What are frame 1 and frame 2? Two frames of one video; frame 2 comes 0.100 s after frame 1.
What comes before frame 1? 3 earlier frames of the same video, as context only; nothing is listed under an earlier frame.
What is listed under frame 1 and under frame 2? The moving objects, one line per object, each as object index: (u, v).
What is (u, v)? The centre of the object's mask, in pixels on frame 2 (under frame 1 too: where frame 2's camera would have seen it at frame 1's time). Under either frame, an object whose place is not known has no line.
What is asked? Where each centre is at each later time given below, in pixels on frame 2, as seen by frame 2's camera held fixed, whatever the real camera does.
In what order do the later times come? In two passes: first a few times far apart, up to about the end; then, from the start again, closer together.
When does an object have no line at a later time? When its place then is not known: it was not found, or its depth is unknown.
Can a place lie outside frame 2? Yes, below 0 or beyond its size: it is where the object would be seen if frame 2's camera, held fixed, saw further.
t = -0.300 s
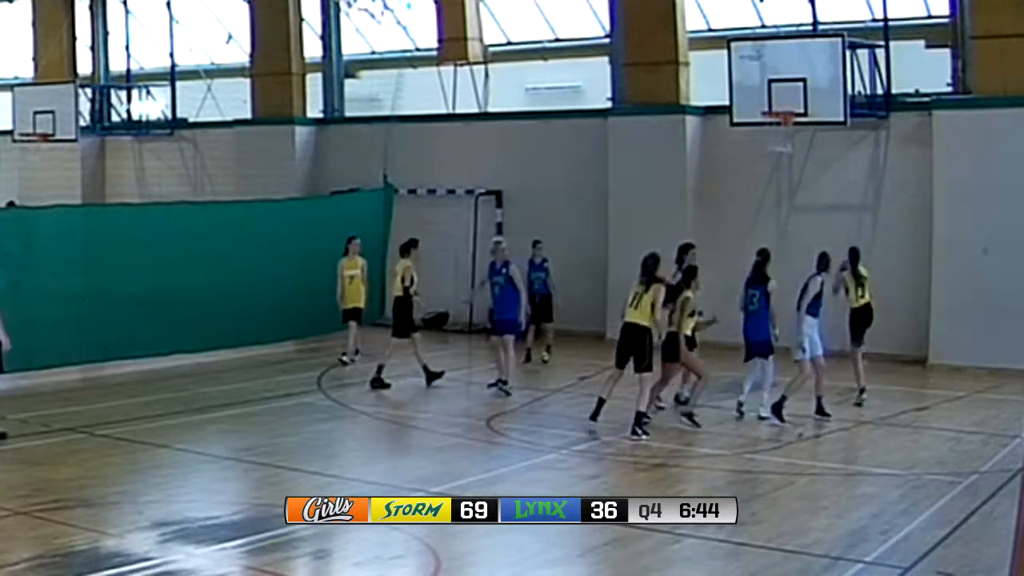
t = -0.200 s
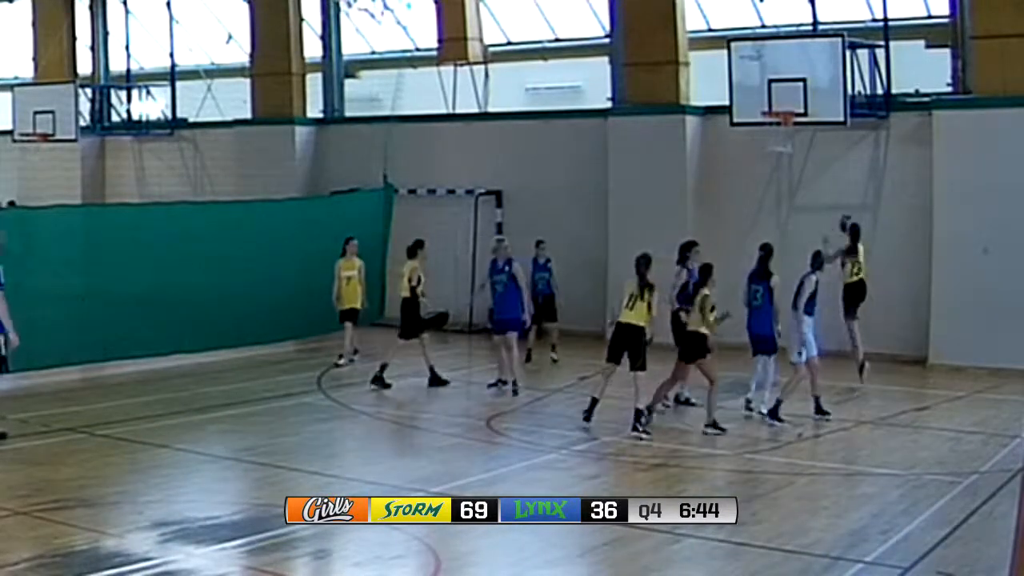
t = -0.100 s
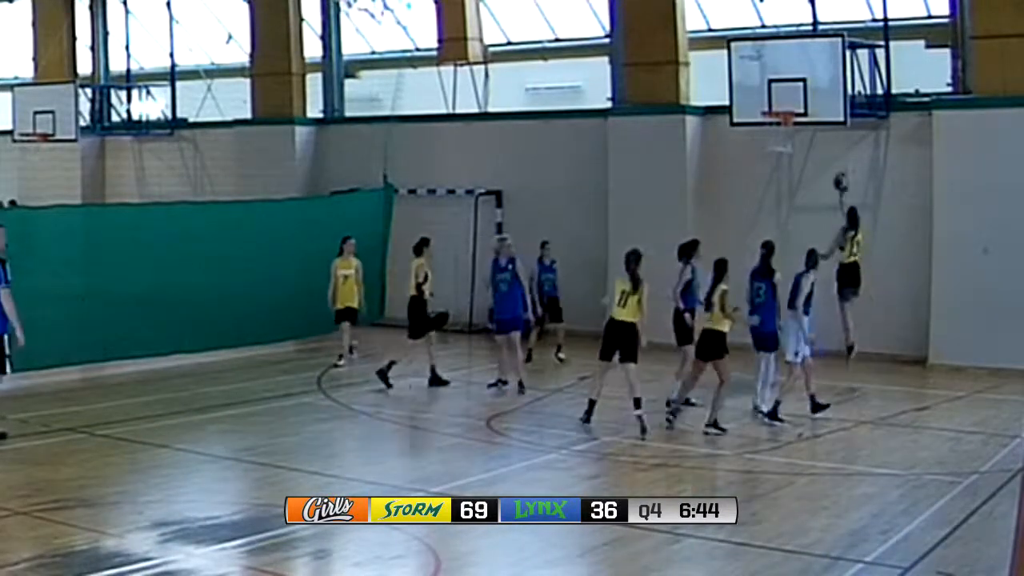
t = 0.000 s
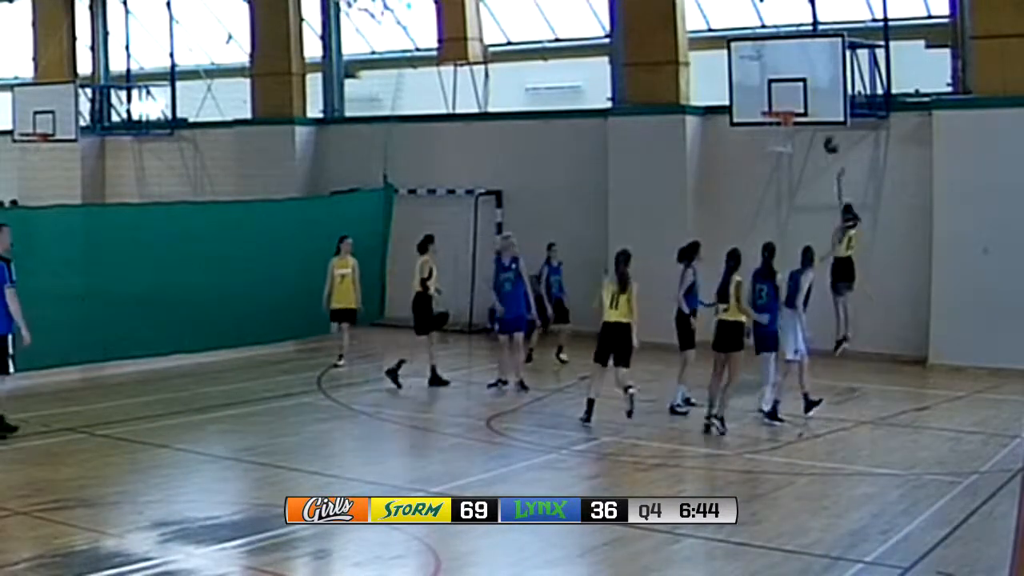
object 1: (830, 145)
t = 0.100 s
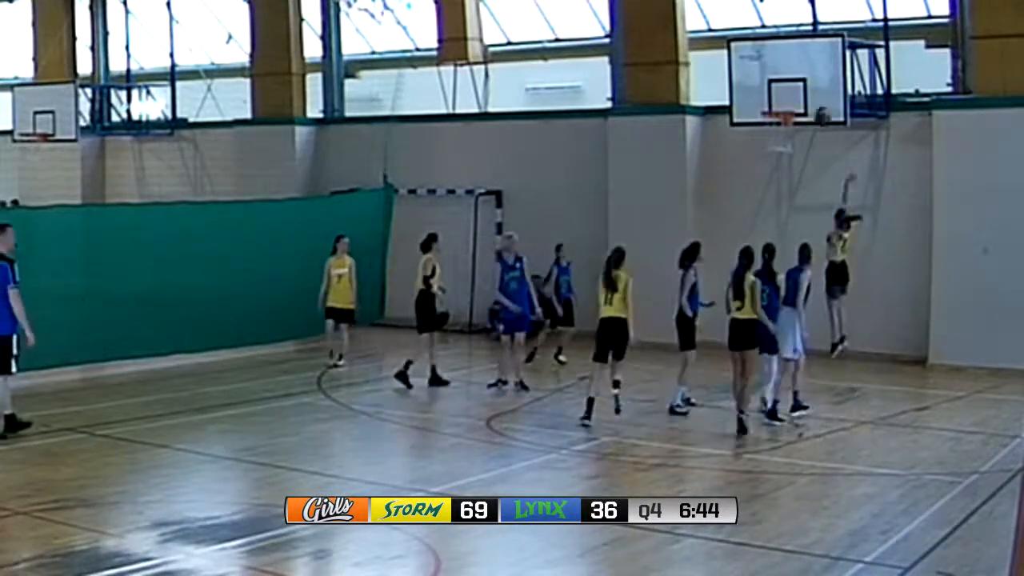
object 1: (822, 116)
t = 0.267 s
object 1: (808, 91)
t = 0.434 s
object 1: (791, 91)
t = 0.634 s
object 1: (774, 117)
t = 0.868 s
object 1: (776, 179)
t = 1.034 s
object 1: (779, 250)
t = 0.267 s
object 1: (808, 91)
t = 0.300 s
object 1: (804, 90)
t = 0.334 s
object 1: (801, 90)
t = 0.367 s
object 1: (799, 89)
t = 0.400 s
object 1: (794, 89)
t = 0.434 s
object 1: (791, 91)
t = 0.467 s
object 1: (789, 92)
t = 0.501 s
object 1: (784, 95)
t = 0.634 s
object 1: (774, 117)
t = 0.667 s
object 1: (774, 122)
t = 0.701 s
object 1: (775, 131)
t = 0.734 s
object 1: (775, 137)
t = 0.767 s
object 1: (775, 147)
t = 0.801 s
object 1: (776, 157)
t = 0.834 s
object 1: (777, 168)
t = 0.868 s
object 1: (776, 179)
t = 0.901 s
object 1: (777, 192)
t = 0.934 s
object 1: (778, 205)
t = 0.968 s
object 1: (778, 220)
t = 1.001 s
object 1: (778, 236)
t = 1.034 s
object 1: (779, 250)
